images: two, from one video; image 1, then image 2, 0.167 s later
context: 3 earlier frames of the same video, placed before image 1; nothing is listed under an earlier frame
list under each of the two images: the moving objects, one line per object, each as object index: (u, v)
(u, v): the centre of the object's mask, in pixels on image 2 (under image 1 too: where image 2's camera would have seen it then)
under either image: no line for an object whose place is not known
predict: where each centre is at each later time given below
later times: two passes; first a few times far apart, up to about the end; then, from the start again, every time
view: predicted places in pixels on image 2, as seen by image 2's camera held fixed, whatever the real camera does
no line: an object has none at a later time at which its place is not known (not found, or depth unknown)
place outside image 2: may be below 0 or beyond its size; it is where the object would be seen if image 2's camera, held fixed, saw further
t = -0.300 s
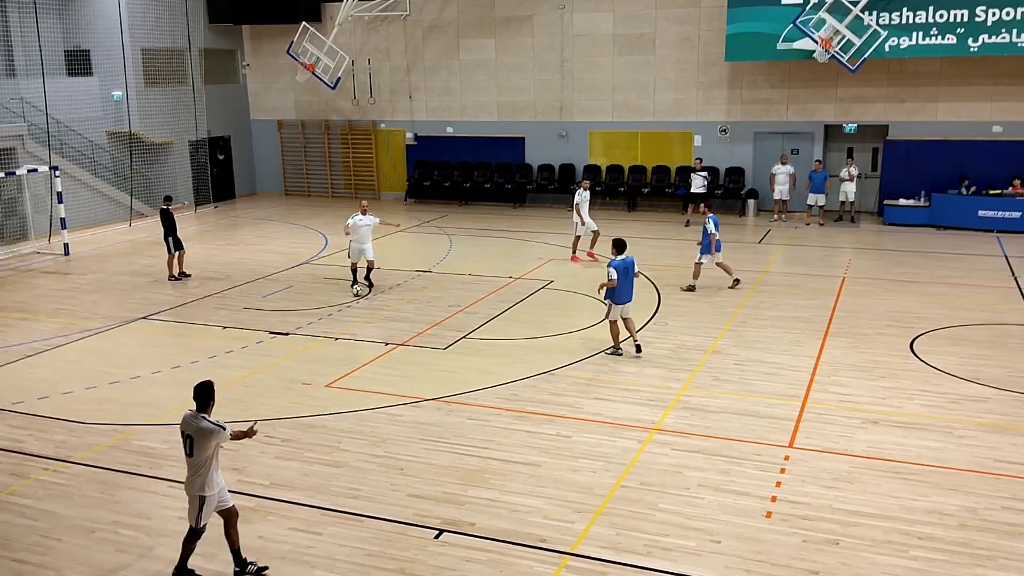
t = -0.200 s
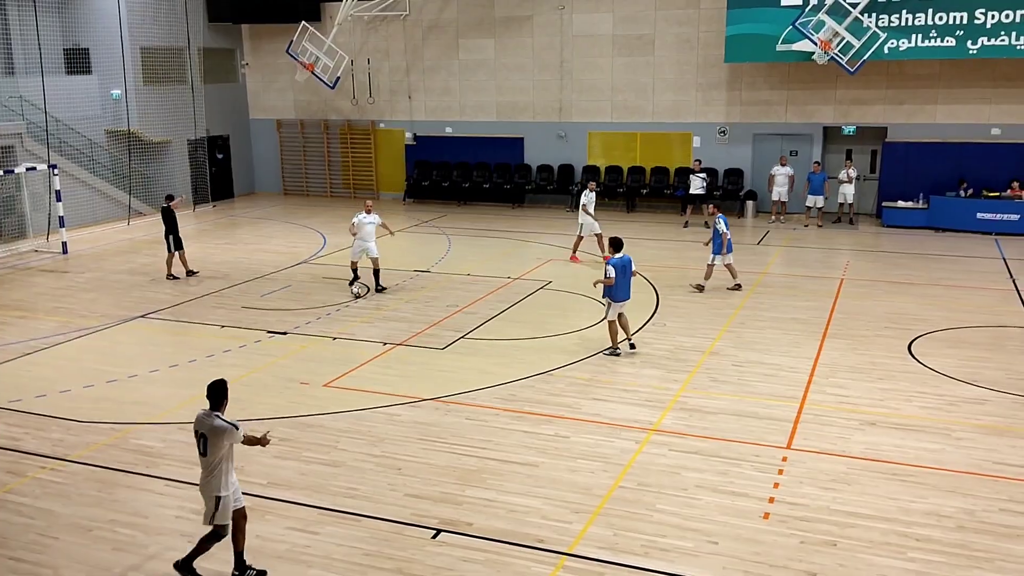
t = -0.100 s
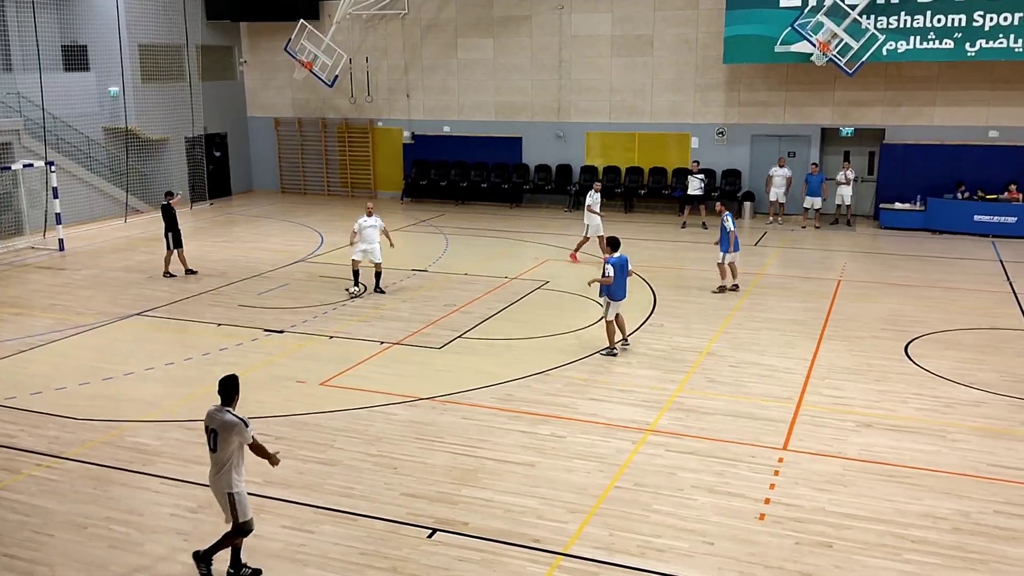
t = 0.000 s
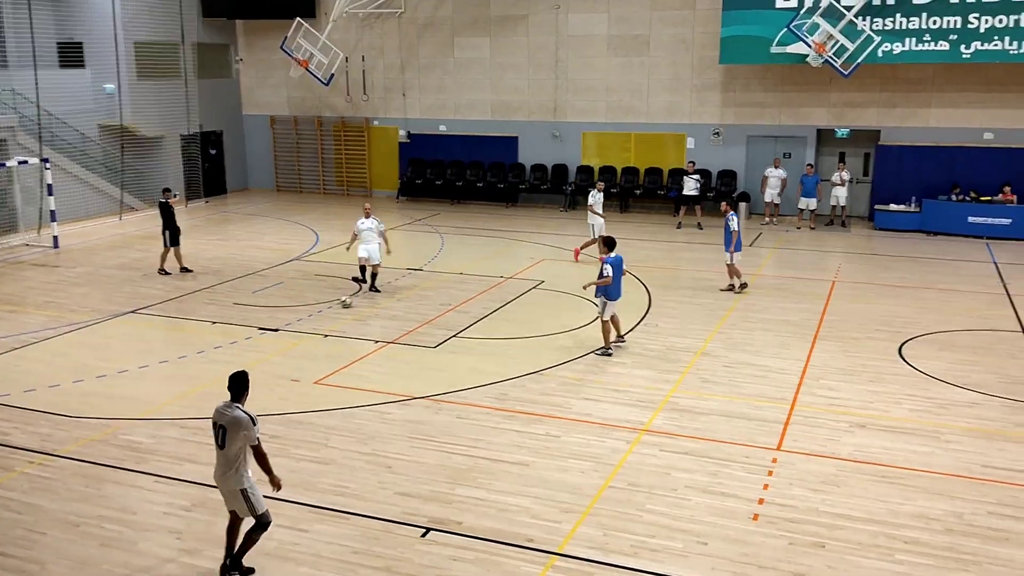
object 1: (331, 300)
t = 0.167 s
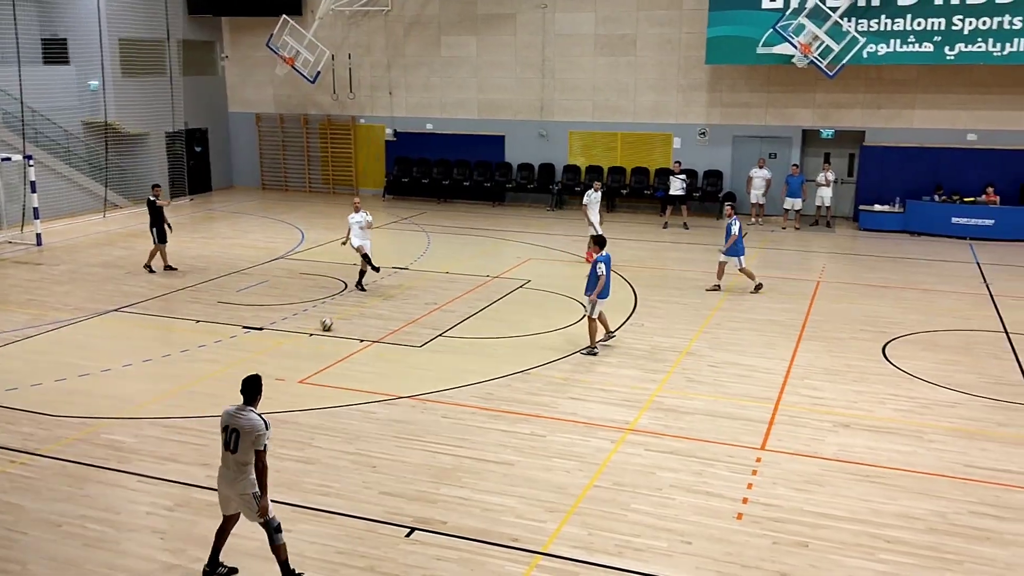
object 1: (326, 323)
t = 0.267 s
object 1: (323, 338)
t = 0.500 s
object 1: (315, 375)
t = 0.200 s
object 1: (325, 328)
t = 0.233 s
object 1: (325, 333)
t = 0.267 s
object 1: (323, 338)
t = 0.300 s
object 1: (322, 344)
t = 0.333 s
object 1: (321, 349)
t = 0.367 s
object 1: (320, 354)
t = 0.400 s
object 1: (319, 359)
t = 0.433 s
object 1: (317, 365)
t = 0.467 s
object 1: (317, 370)
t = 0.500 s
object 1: (315, 375)
